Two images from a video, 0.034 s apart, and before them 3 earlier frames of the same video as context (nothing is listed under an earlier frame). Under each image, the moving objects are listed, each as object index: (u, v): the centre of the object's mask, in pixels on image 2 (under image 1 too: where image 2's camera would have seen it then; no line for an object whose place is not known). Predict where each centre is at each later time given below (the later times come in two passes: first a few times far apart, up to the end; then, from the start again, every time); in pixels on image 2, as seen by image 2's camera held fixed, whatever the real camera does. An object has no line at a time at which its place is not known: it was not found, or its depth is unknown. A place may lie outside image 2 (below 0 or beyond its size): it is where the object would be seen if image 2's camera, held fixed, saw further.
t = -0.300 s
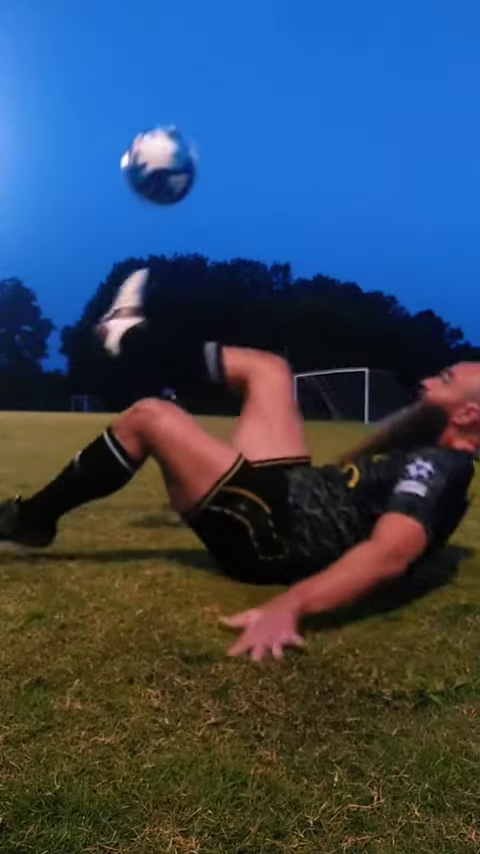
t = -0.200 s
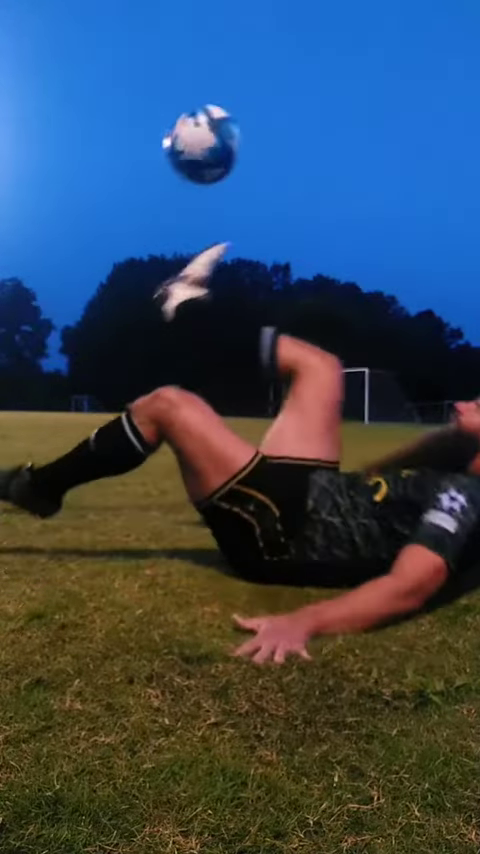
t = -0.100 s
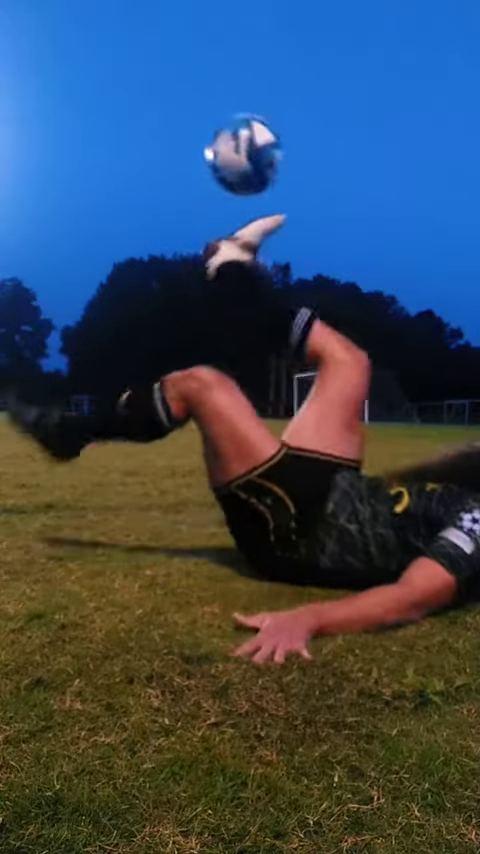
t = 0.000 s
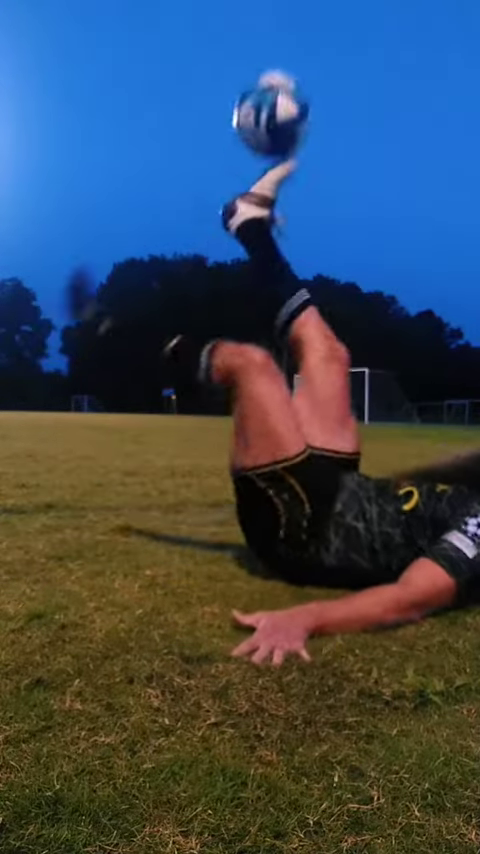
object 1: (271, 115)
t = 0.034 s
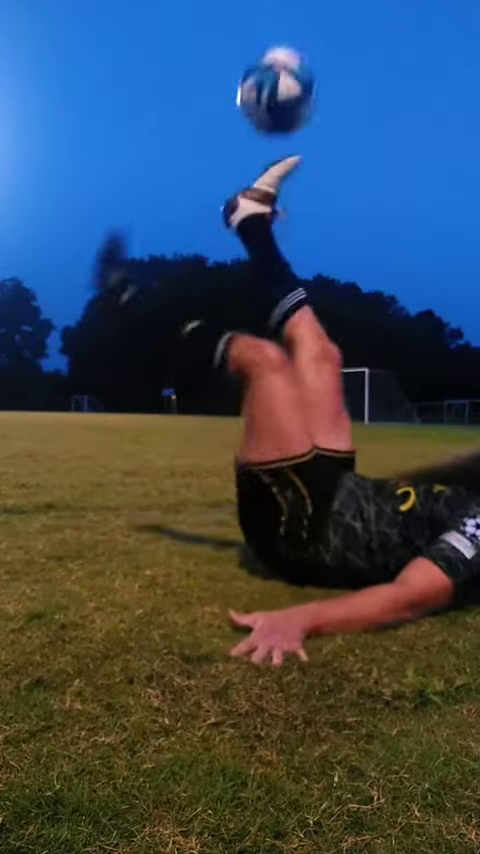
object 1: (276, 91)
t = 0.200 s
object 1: (297, 33)
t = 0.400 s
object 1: (323, 80)
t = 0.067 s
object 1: (281, 71)
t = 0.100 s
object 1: (285, 54)
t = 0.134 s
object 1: (289, 42)
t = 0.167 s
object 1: (293, 36)
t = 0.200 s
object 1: (297, 33)
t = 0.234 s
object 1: (302, 33)
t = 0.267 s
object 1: (306, 34)
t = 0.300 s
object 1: (311, 38)
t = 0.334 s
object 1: (315, 46)
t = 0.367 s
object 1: (319, 61)
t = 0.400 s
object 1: (323, 80)
